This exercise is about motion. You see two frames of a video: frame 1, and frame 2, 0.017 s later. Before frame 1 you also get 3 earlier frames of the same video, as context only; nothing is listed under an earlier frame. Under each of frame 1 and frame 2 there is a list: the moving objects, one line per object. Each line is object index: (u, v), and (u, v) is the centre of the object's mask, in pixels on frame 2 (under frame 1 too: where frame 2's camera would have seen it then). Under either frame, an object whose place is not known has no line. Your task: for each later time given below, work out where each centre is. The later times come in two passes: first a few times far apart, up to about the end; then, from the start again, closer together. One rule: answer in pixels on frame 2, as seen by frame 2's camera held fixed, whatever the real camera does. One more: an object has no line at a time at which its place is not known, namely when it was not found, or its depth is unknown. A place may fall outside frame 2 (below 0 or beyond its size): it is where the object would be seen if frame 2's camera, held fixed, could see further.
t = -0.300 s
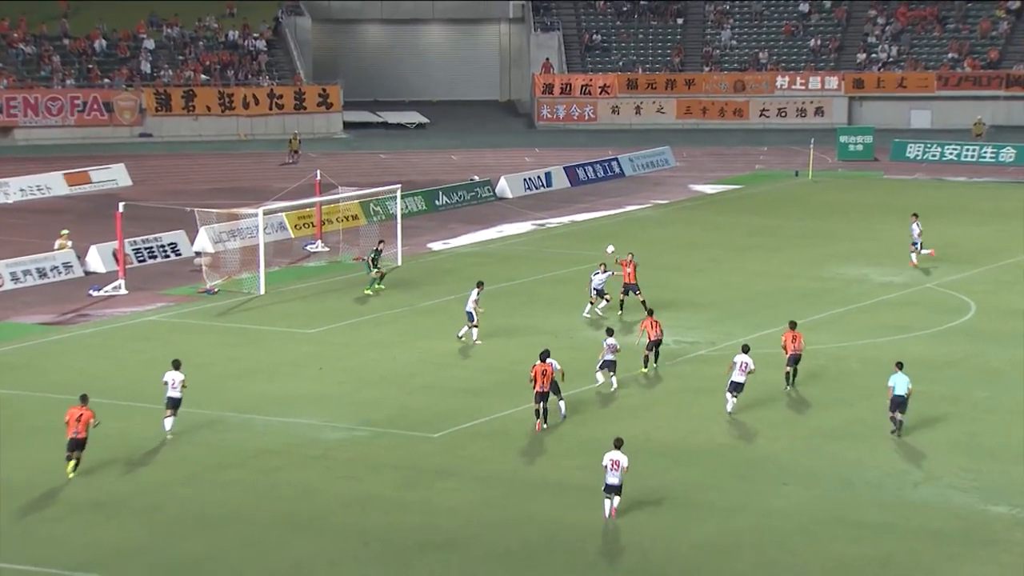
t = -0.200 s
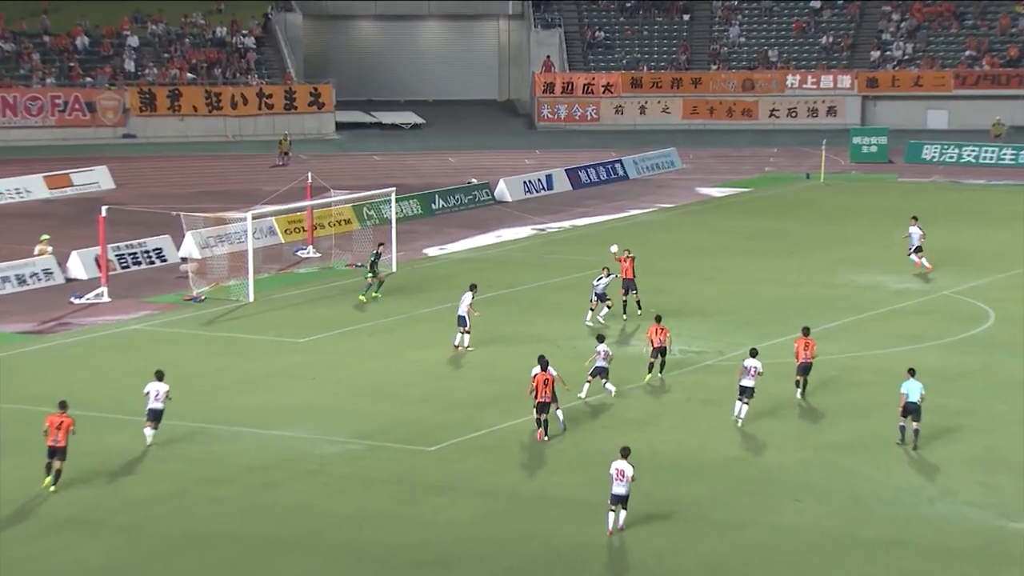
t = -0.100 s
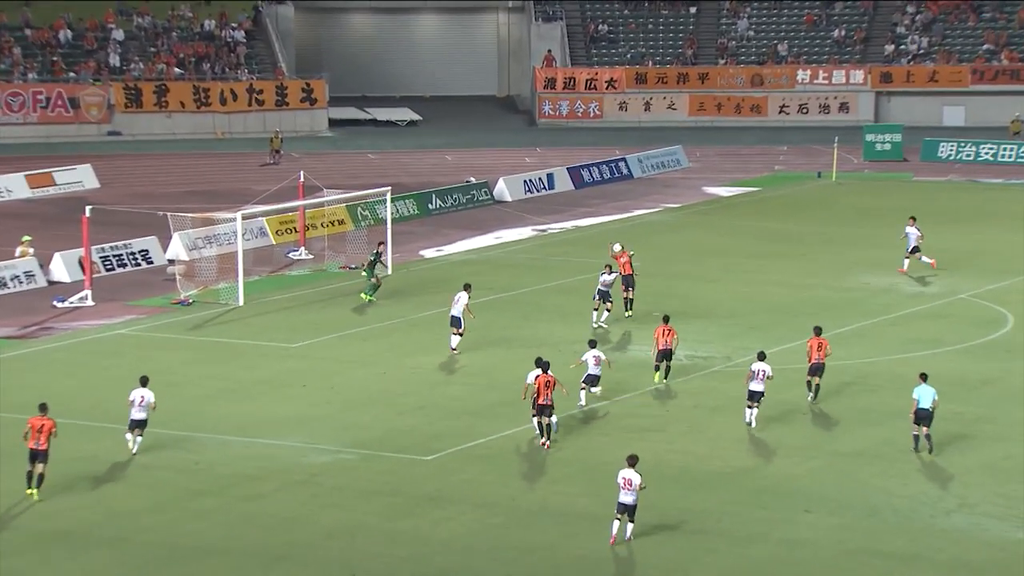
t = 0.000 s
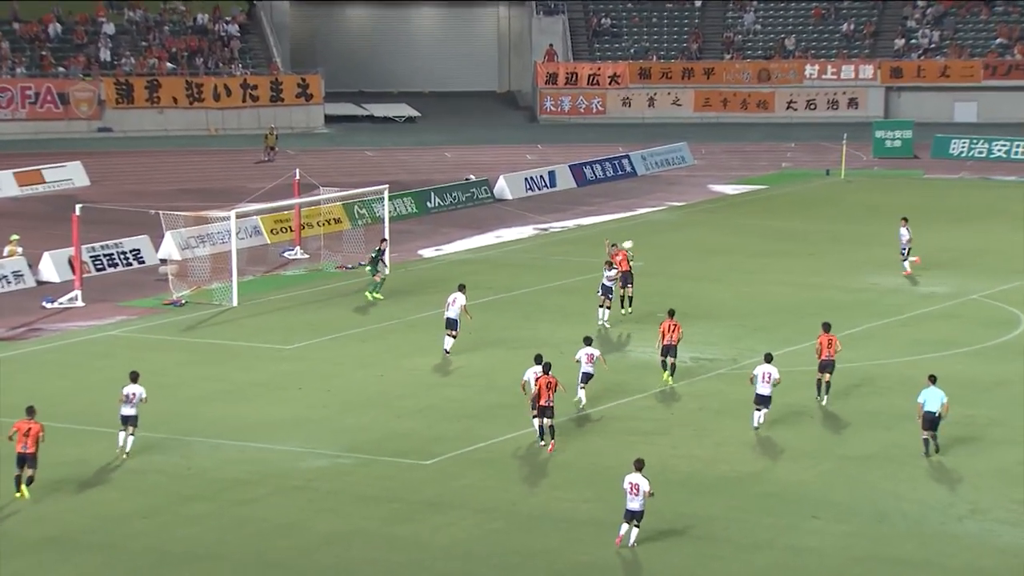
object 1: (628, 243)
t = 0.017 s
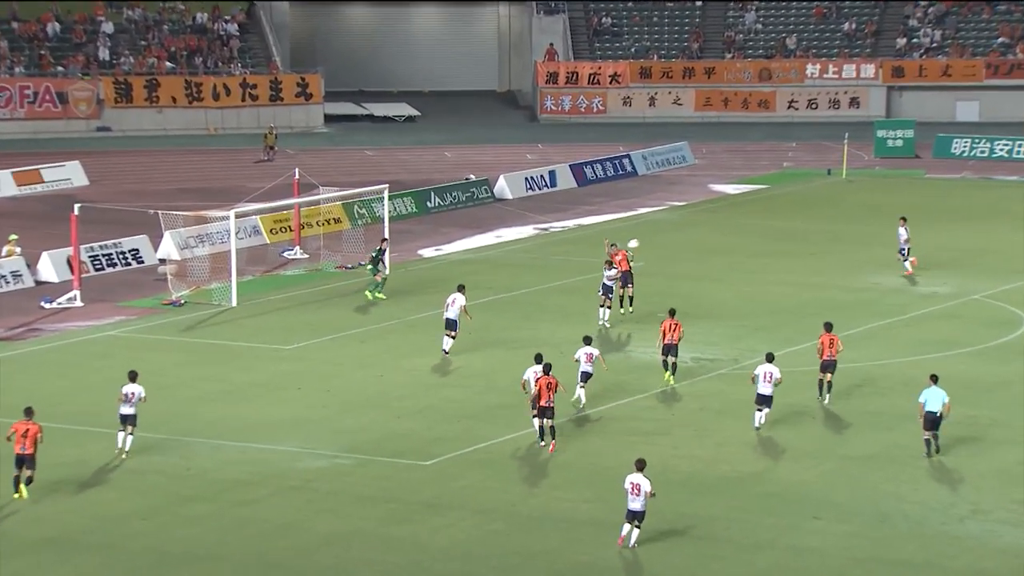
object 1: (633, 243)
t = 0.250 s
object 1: (707, 242)
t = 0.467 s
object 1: (773, 258)
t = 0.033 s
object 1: (638, 242)
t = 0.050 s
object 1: (643, 242)
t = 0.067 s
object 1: (648, 241)
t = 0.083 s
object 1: (653, 241)
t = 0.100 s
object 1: (659, 241)
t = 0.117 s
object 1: (664, 240)
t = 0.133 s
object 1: (669, 240)
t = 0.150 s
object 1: (675, 240)
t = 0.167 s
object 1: (680, 240)
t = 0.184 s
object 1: (685, 240)
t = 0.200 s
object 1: (691, 241)
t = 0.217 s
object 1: (696, 241)
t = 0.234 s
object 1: (702, 242)
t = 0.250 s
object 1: (707, 242)
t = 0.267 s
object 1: (713, 242)
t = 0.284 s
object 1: (718, 243)
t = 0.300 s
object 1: (723, 243)
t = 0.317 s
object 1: (728, 245)
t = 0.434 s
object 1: (764, 254)
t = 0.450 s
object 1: (768, 256)
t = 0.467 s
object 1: (773, 258)
